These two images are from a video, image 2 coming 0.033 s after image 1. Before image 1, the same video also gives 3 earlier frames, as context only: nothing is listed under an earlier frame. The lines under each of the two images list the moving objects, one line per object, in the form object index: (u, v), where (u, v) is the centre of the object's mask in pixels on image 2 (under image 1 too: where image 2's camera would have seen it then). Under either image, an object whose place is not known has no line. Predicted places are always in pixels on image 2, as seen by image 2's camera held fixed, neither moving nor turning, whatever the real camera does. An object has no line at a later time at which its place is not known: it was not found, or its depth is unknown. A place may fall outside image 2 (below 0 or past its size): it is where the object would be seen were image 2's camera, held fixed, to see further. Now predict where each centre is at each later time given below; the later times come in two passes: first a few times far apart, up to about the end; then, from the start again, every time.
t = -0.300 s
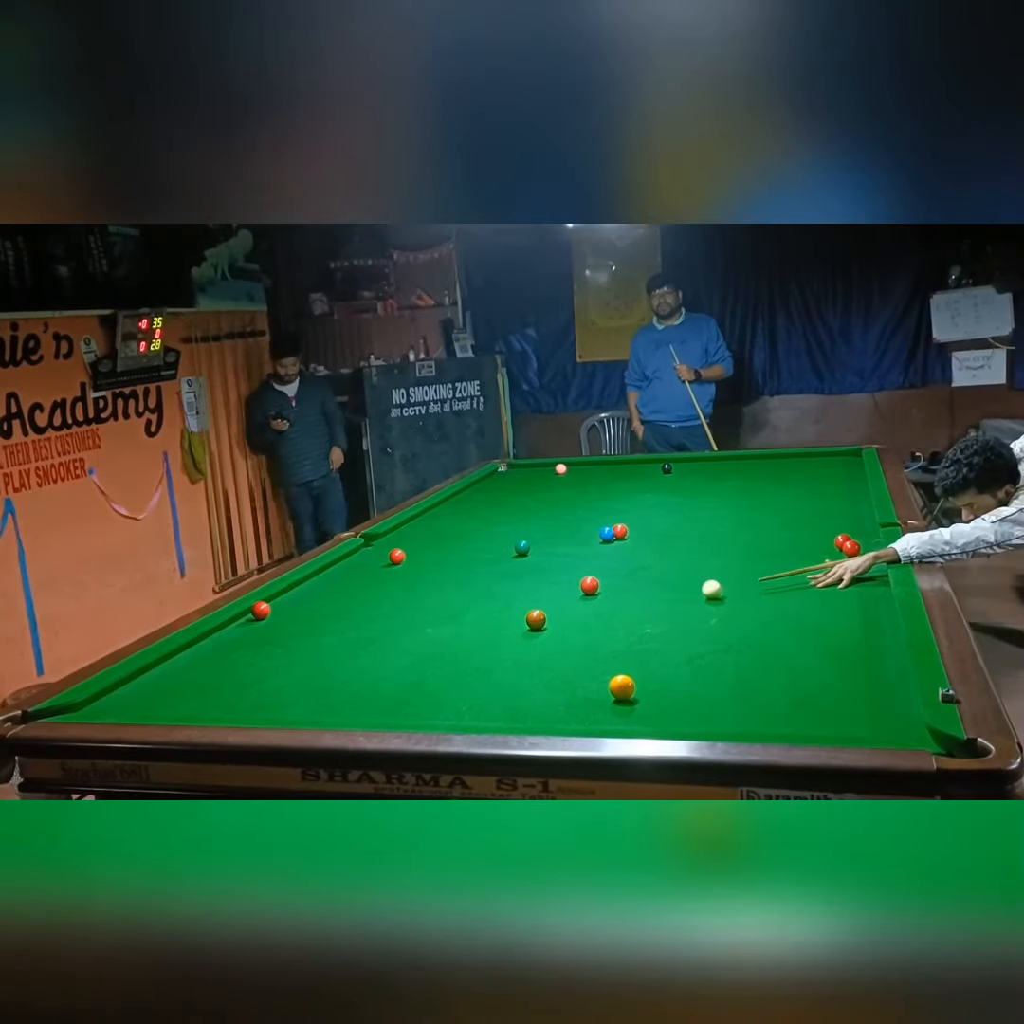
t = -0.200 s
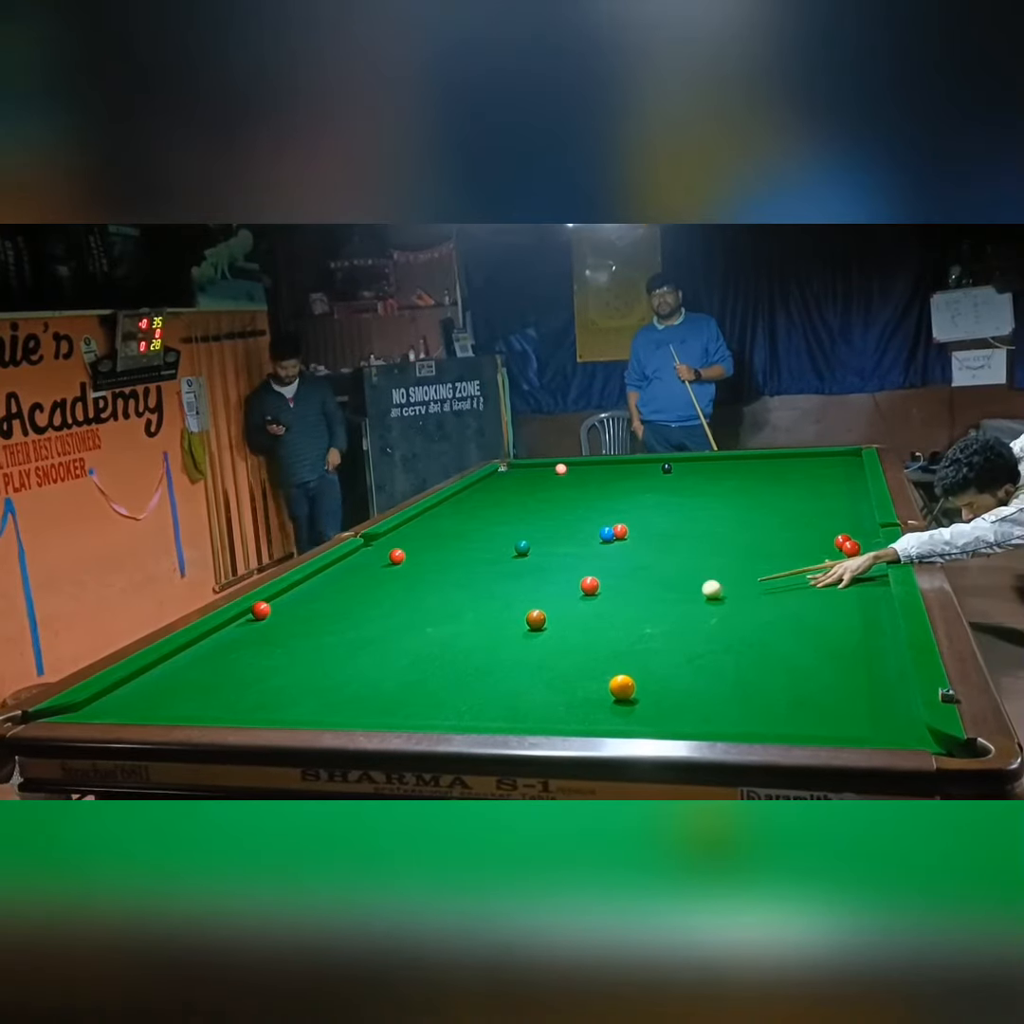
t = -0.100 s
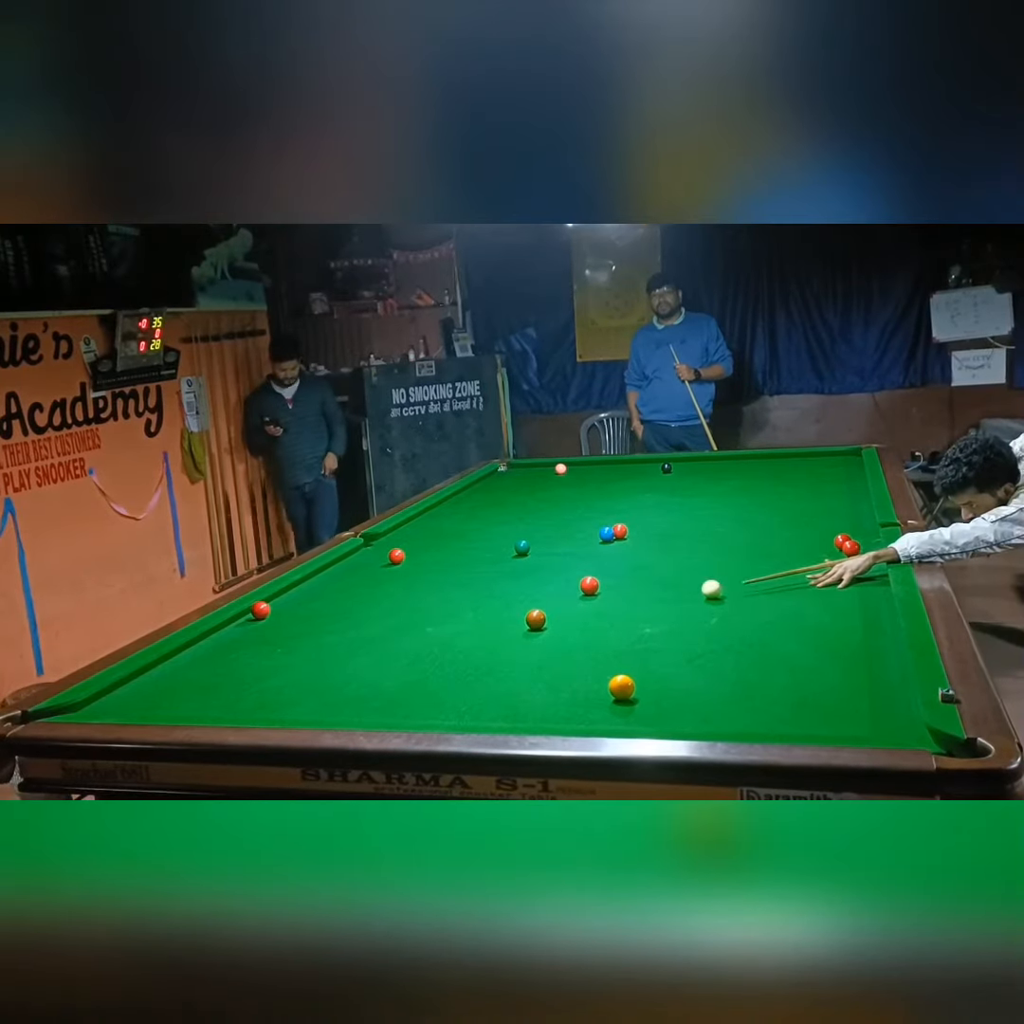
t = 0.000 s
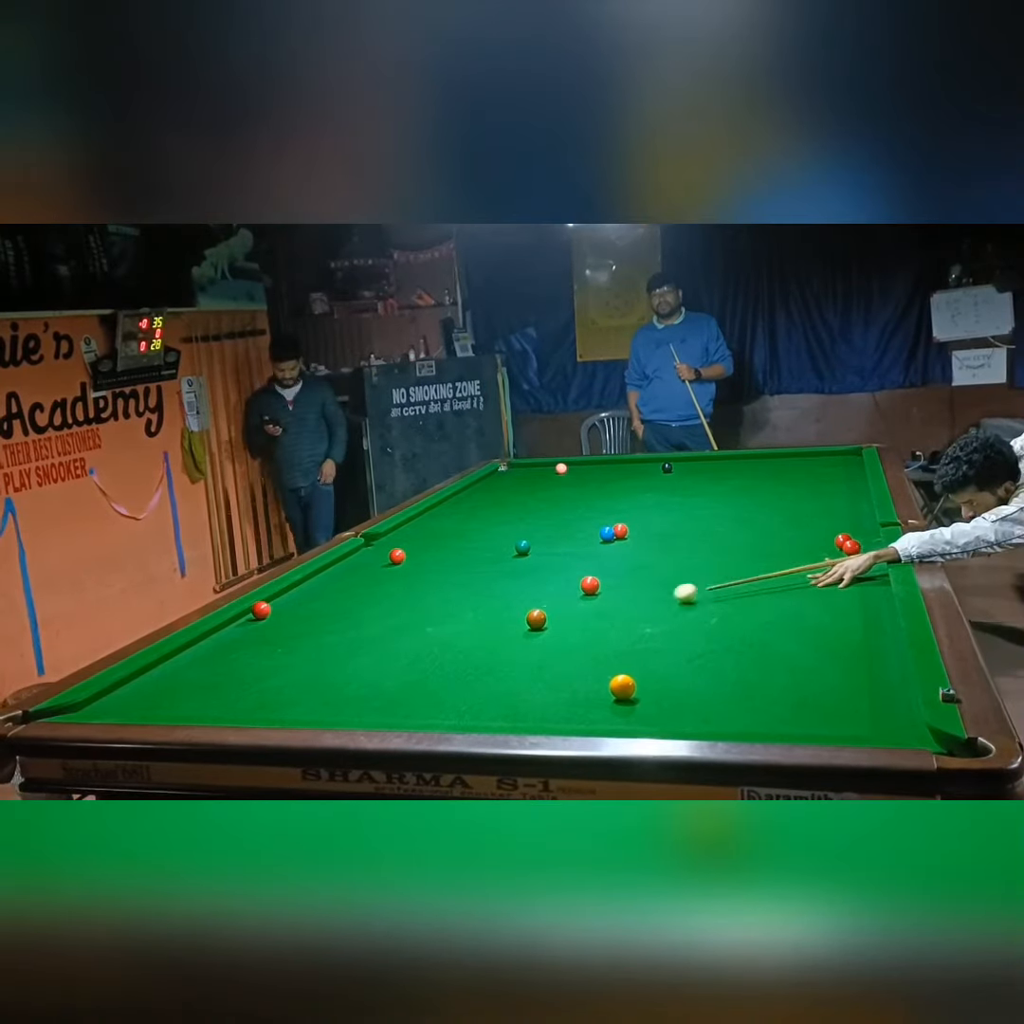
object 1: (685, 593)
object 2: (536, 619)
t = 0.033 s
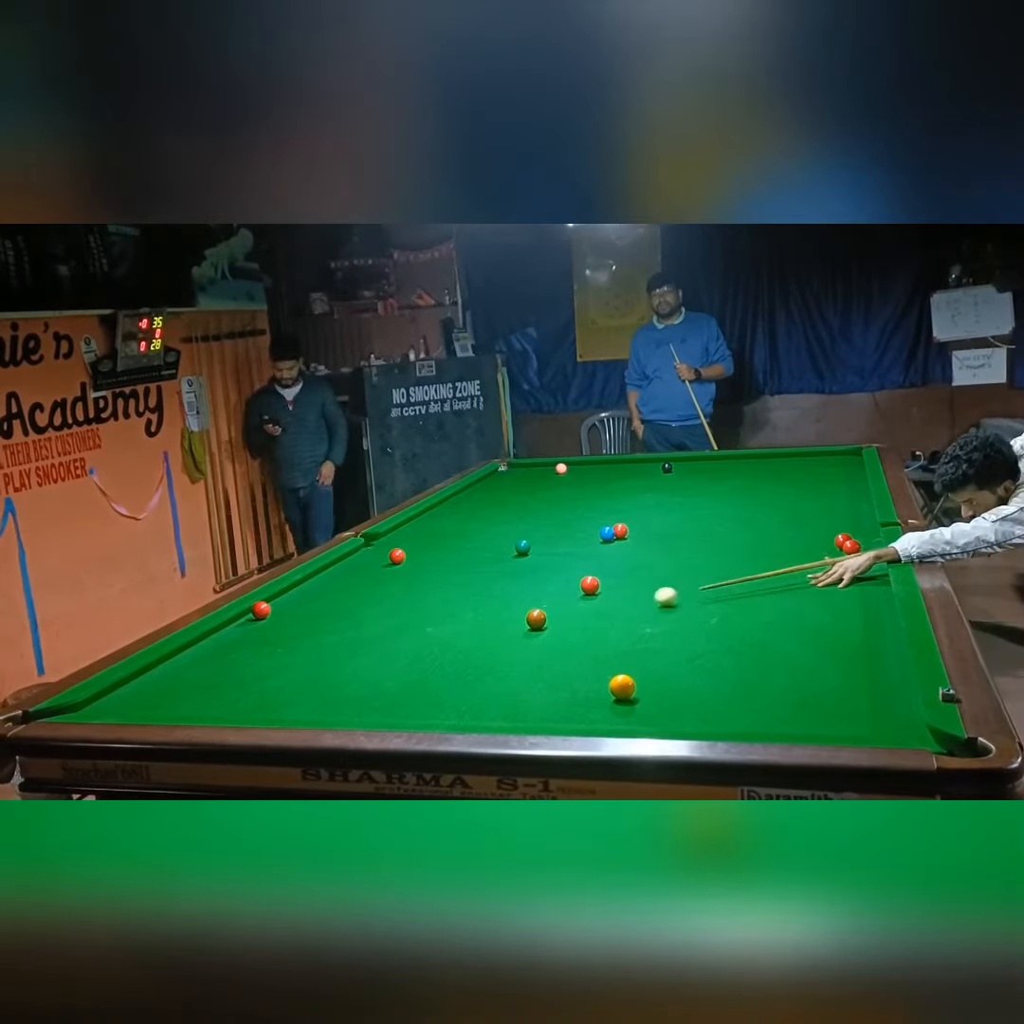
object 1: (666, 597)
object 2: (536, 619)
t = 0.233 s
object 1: (562, 614)
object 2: (536, 620)
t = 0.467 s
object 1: (531, 616)
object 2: (459, 636)
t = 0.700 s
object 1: (500, 618)
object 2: (385, 651)
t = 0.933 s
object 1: (473, 619)
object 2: (311, 667)
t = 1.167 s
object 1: (448, 620)
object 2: (235, 683)
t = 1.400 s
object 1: (426, 621)
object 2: (157, 699)
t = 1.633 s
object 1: (407, 622)
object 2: (80, 707)
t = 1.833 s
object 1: (392, 623)
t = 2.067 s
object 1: (378, 623)
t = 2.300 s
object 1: (366, 624)
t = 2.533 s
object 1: (357, 624)
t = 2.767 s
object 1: (351, 624)
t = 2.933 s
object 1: (348, 624)
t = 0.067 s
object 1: (648, 600)
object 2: (536, 619)
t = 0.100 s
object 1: (629, 603)
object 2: (536, 620)
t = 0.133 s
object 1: (612, 606)
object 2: (536, 619)
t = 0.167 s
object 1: (595, 608)
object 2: (536, 620)
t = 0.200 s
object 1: (579, 611)
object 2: (536, 620)
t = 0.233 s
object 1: (562, 614)
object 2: (536, 620)
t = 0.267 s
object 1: (553, 615)
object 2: (529, 621)
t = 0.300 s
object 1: (551, 615)
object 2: (514, 624)
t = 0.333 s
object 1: (548, 615)
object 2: (502, 627)
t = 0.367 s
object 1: (544, 615)
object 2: (490, 630)
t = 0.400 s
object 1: (540, 616)
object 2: (479, 632)
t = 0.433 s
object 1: (535, 616)
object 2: (469, 634)
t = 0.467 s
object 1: (531, 616)
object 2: (459, 636)
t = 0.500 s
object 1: (526, 616)
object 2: (448, 638)
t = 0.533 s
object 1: (522, 617)
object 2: (438, 641)
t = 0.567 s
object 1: (517, 617)
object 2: (427, 643)
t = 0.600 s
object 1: (513, 617)
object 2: (417, 645)
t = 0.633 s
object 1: (509, 617)
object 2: (406, 647)
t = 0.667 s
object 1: (504, 617)
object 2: (396, 649)
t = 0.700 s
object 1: (500, 618)
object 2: (385, 651)
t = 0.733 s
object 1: (496, 618)
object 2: (375, 653)
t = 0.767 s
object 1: (492, 618)
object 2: (364, 656)
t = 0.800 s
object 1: (488, 618)
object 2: (353, 658)
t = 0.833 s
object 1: (485, 619)
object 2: (343, 660)
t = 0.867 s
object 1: (481, 619)
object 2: (332, 663)
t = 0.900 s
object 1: (477, 618)
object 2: (322, 665)
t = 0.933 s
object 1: (473, 619)
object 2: (311, 667)
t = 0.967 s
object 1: (469, 619)
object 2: (300, 670)
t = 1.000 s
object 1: (466, 619)
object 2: (289, 672)
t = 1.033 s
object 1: (462, 620)
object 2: (279, 674)
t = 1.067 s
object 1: (458, 620)
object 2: (268, 676)
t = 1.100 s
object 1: (455, 620)
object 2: (257, 679)
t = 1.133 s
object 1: (451, 620)
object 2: (246, 681)
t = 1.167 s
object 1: (448, 620)
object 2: (235, 683)
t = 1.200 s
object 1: (445, 620)
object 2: (224, 685)
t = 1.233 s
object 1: (442, 620)
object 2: (214, 687)
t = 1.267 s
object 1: (439, 620)
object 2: (202, 689)
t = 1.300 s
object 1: (435, 621)
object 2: (191, 692)
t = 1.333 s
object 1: (432, 621)
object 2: (180, 694)
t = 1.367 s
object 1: (429, 621)
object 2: (169, 696)
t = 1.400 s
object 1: (426, 621)
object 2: (157, 699)
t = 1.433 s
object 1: (423, 621)
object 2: (147, 700)
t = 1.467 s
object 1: (420, 621)
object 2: (136, 701)
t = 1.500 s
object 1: (418, 622)
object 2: (124, 703)
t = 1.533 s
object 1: (415, 622)
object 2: (113, 704)
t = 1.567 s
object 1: (412, 622)
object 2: (102, 705)
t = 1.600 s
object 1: (410, 622)
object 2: (92, 706)
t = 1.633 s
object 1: (407, 622)
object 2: (80, 707)
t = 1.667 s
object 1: (404, 622)
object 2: (73, 708)
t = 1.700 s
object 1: (402, 622)
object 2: (67, 708)
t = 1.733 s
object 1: (399, 622)
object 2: (58, 709)
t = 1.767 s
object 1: (397, 622)
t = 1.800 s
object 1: (395, 622)
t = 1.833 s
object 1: (392, 623)
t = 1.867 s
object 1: (390, 622)
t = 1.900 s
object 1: (388, 623)
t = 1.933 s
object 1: (386, 623)
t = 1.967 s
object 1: (384, 623)
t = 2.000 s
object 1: (382, 623)
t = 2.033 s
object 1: (380, 623)
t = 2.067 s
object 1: (378, 623)
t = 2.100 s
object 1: (376, 623)
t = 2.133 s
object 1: (374, 624)
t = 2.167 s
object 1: (373, 624)
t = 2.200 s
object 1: (371, 624)
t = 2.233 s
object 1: (369, 624)
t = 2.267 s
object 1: (368, 624)
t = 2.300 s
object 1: (366, 624)
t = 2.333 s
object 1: (365, 624)
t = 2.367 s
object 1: (363, 624)
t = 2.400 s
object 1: (362, 624)
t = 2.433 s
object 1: (361, 624)
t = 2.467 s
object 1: (360, 624)
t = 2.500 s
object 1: (358, 624)
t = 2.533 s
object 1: (357, 624)
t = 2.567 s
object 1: (356, 624)
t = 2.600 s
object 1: (355, 624)
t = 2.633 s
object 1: (354, 624)
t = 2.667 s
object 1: (353, 624)
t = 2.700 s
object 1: (352, 624)
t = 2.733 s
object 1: (351, 625)
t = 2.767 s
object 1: (351, 624)
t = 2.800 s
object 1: (350, 625)
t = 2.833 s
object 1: (349, 624)
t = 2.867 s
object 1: (349, 624)
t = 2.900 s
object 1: (348, 624)
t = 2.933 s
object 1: (348, 624)
